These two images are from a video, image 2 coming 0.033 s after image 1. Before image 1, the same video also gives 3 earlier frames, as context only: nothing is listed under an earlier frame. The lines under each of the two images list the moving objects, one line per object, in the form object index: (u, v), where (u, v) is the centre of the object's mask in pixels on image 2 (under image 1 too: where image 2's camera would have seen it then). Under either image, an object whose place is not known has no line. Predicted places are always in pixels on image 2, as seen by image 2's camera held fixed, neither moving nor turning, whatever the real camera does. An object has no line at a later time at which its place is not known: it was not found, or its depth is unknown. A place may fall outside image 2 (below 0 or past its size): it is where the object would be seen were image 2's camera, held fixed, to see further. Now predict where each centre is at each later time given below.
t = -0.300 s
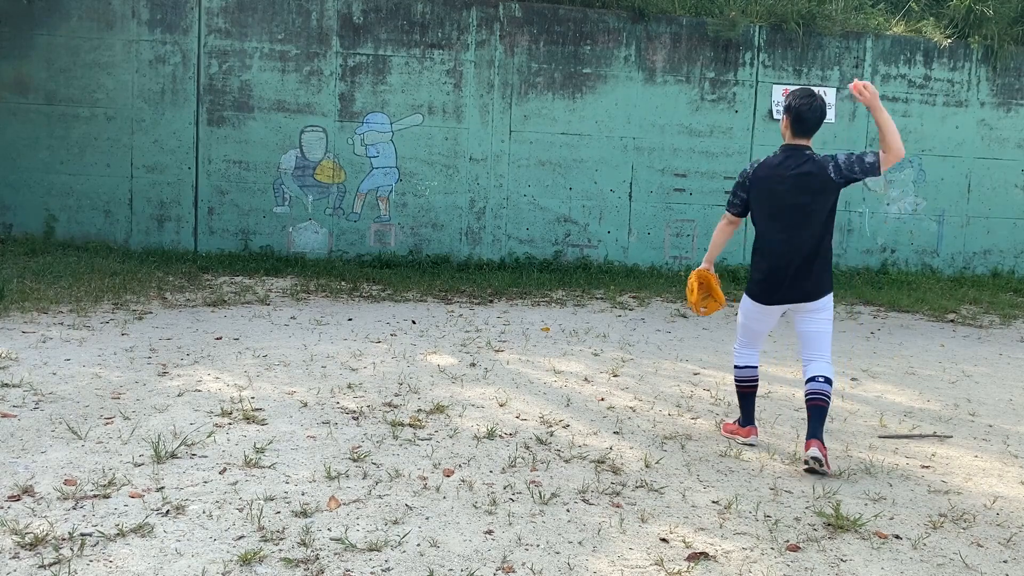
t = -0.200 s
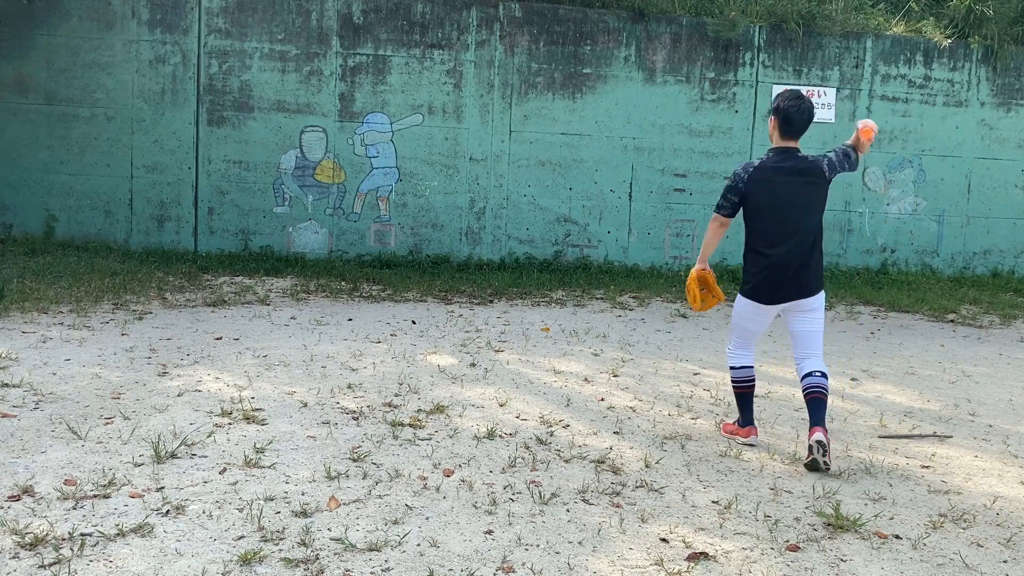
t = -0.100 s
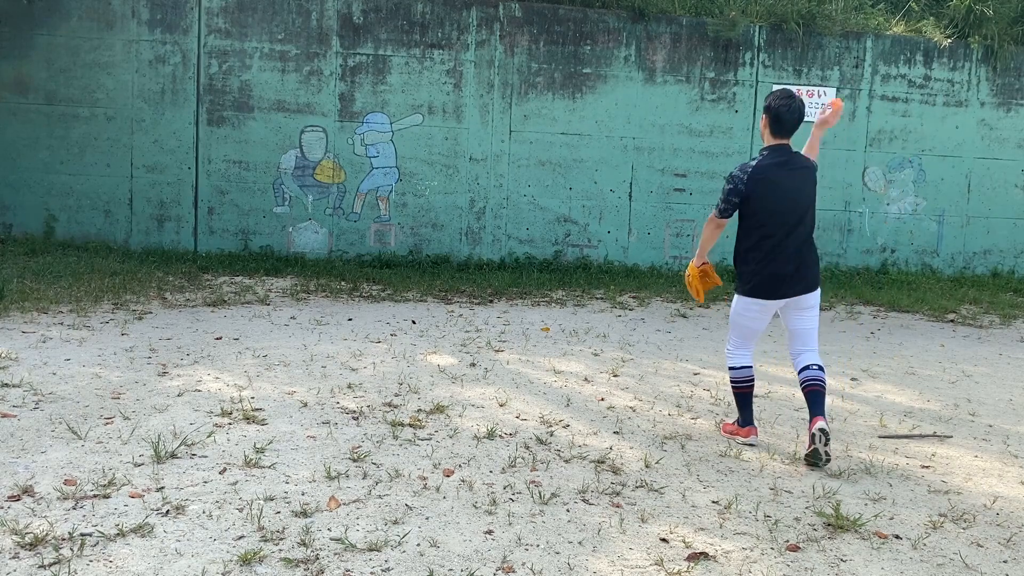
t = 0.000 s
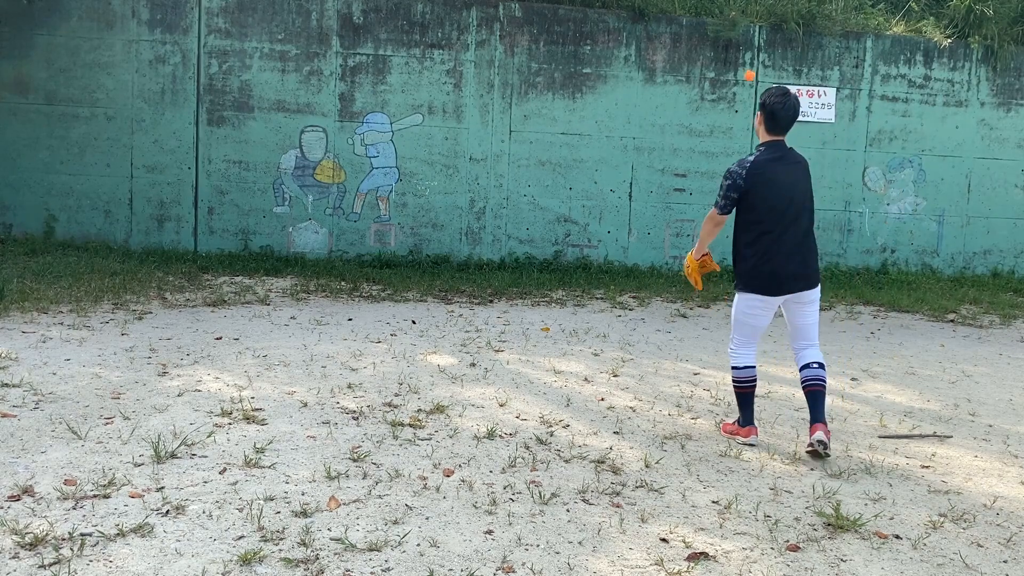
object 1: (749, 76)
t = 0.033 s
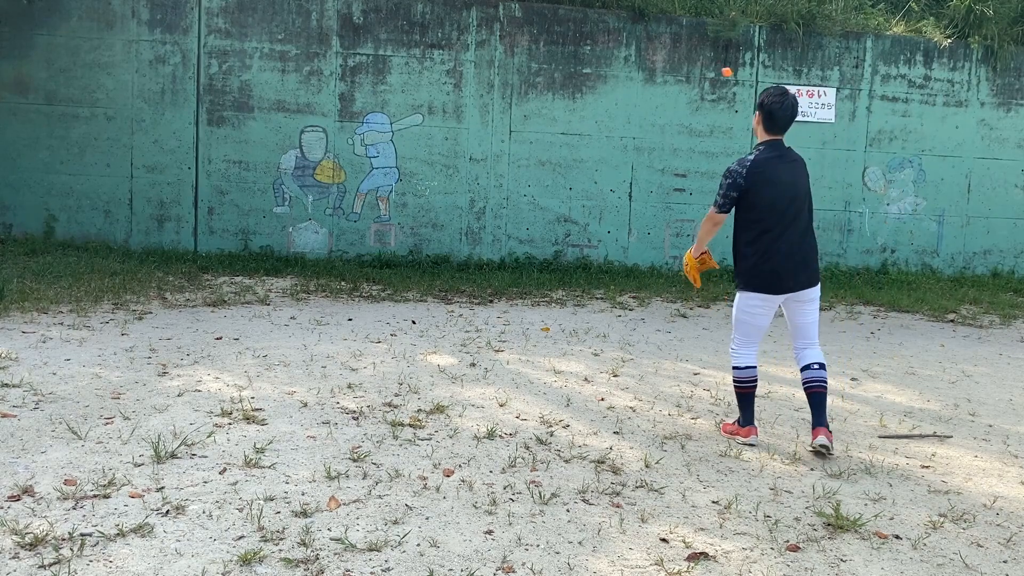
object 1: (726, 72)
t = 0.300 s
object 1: (607, 93)
